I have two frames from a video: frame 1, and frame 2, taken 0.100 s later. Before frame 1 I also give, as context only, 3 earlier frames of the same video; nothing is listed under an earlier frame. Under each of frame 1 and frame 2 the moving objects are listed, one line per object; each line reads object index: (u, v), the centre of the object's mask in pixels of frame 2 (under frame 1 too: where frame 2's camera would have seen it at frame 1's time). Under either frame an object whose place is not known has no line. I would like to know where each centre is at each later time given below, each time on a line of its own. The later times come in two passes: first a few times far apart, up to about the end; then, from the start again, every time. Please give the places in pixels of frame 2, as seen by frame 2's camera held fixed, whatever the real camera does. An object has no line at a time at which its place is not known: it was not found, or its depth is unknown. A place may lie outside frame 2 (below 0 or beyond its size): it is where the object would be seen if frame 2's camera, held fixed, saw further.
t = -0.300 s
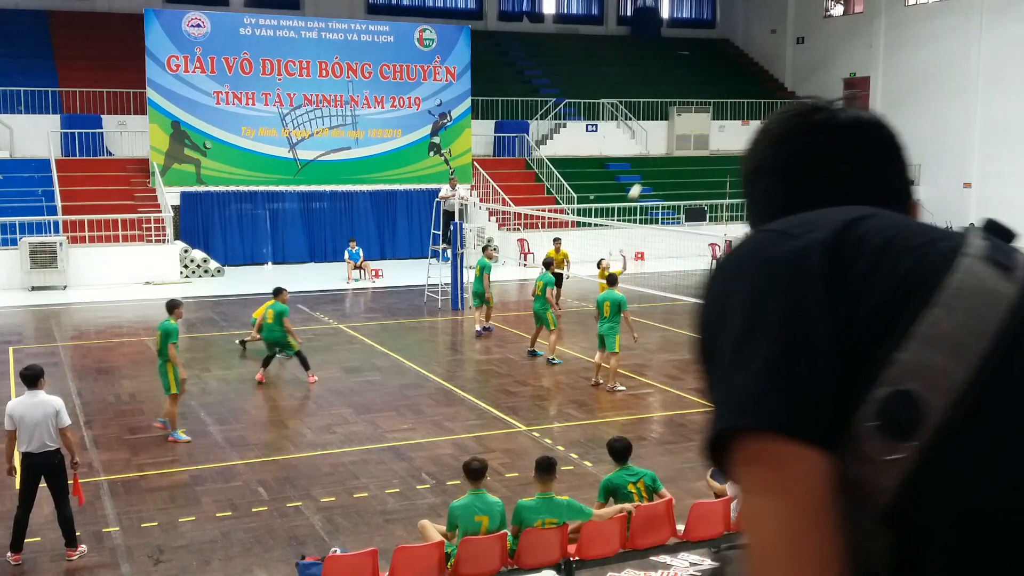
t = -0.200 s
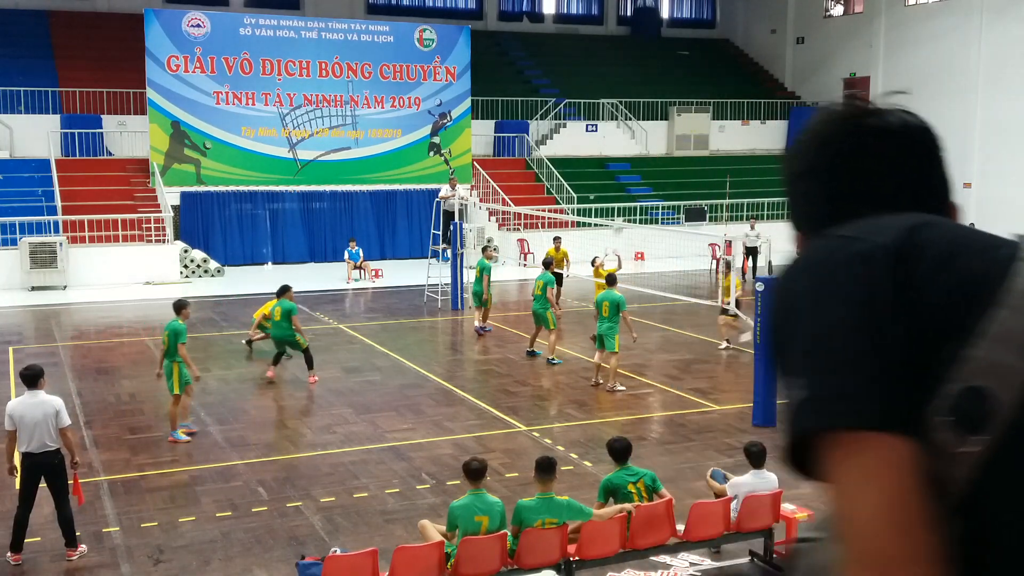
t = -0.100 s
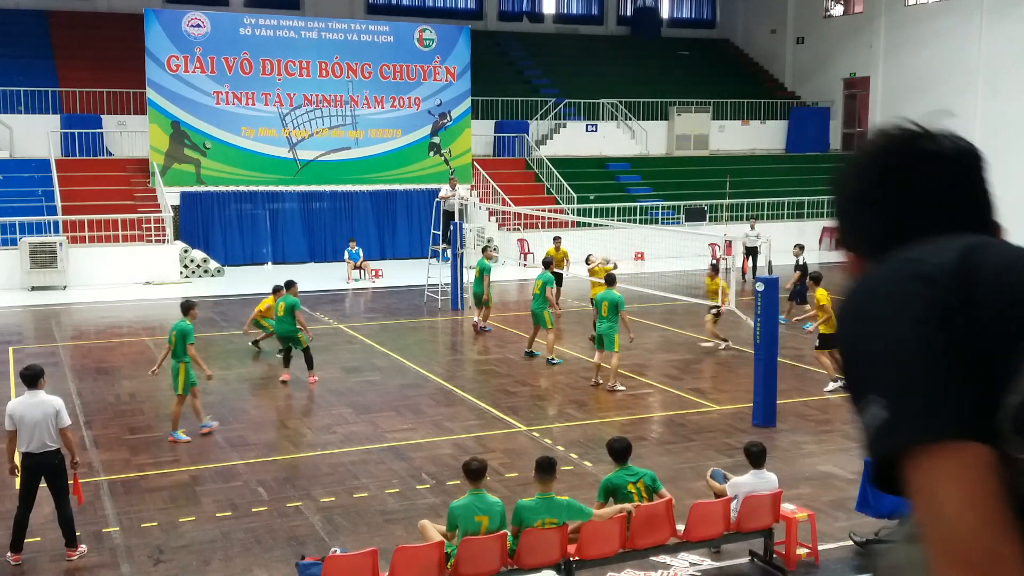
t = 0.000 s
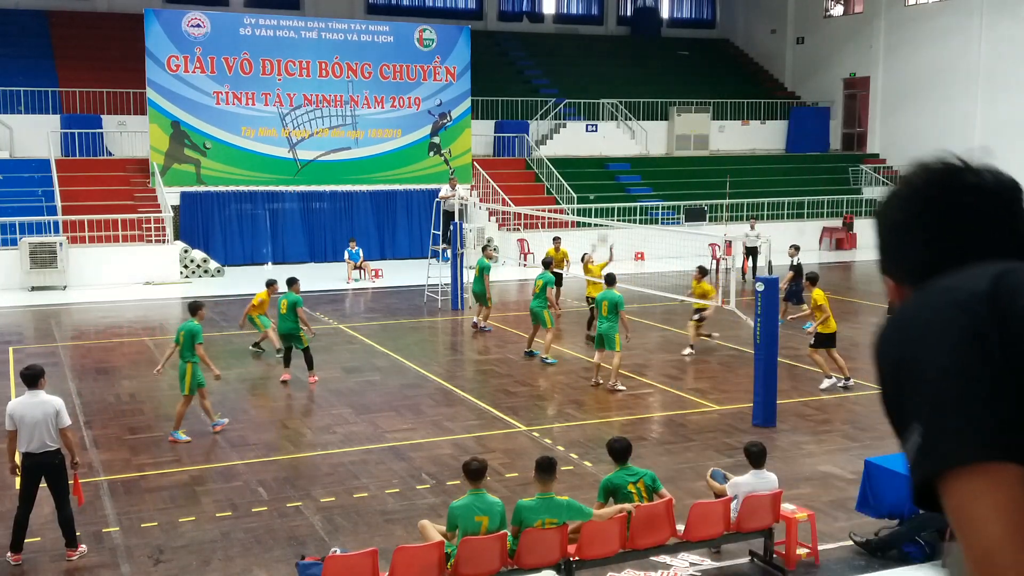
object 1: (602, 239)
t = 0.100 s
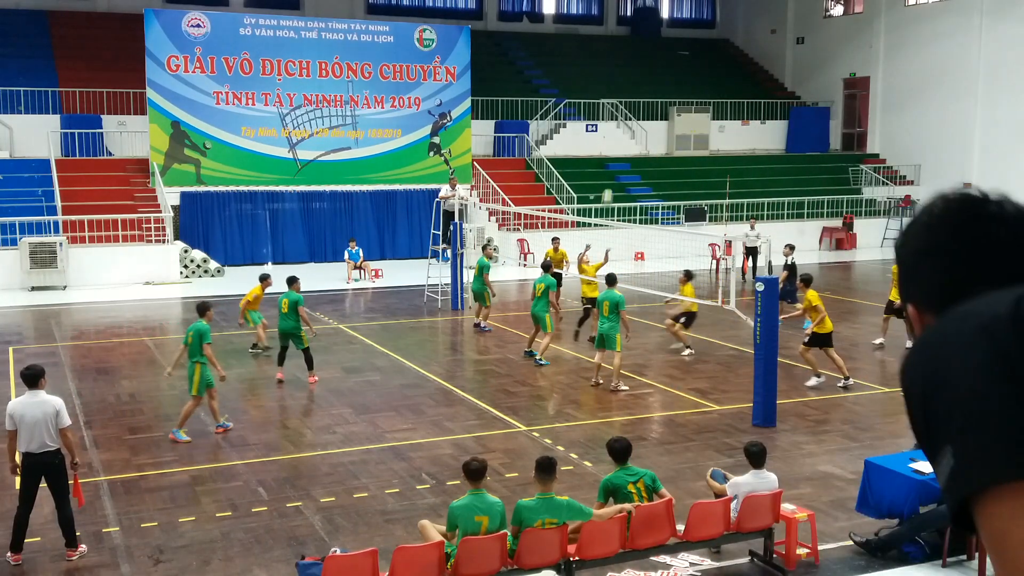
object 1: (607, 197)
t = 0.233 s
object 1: (613, 153)
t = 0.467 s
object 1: (625, 98)
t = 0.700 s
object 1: (637, 73)
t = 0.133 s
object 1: (609, 185)
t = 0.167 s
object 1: (610, 174)
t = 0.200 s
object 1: (612, 163)
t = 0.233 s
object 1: (613, 153)
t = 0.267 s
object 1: (615, 145)
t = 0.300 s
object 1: (617, 135)
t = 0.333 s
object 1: (619, 127)
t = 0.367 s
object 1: (620, 119)
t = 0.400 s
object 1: (622, 110)
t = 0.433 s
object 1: (624, 103)
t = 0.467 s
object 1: (625, 98)
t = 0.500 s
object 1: (627, 92)
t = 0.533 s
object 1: (629, 88)
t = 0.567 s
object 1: (630, 83)
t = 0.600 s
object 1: (632, 80)
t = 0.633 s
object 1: (634, 77)
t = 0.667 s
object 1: (635, 74)
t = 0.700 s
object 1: (637, 73)
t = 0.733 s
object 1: (638, 71)
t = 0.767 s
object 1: (640, 71)
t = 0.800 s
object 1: (642, 72)
